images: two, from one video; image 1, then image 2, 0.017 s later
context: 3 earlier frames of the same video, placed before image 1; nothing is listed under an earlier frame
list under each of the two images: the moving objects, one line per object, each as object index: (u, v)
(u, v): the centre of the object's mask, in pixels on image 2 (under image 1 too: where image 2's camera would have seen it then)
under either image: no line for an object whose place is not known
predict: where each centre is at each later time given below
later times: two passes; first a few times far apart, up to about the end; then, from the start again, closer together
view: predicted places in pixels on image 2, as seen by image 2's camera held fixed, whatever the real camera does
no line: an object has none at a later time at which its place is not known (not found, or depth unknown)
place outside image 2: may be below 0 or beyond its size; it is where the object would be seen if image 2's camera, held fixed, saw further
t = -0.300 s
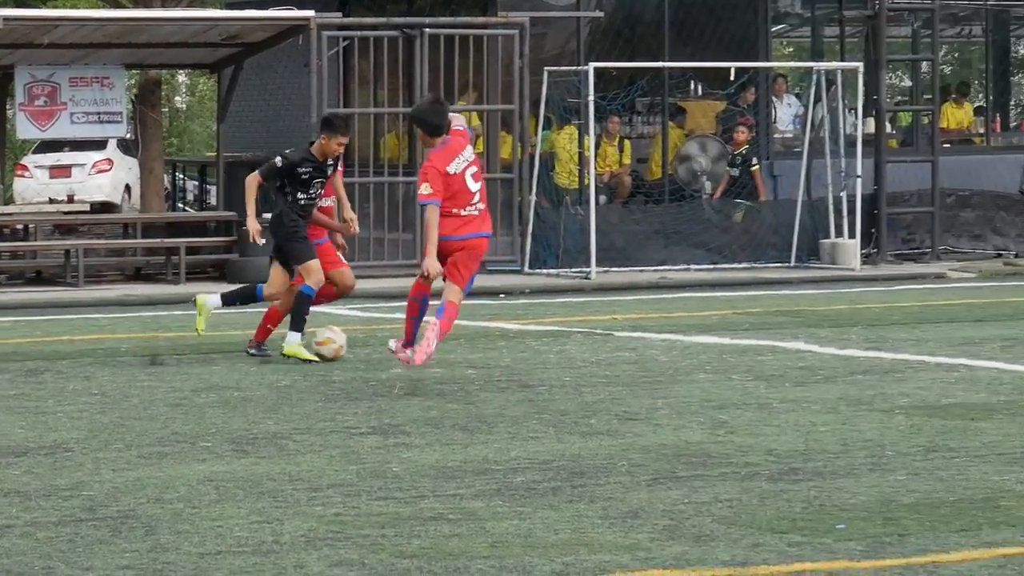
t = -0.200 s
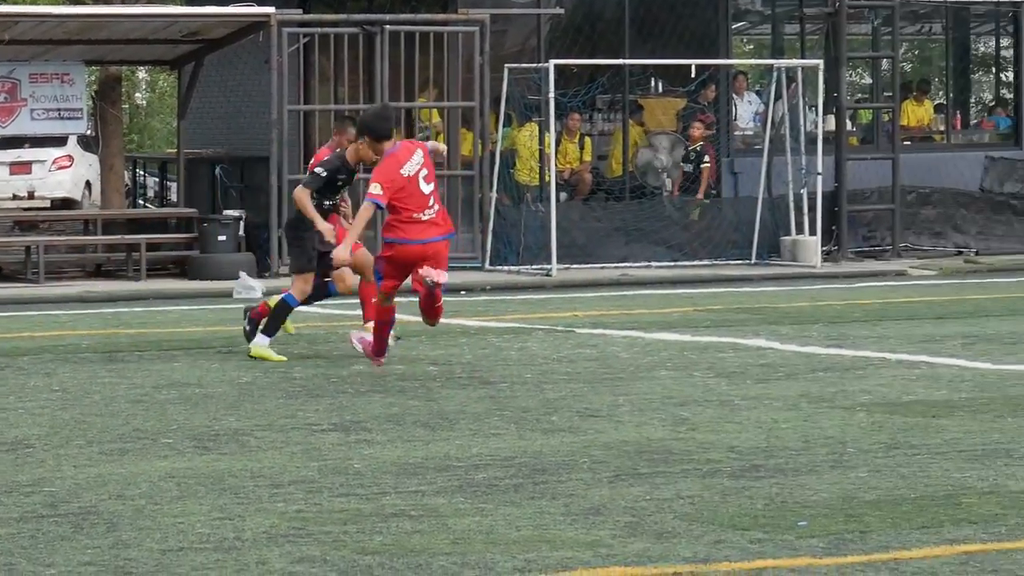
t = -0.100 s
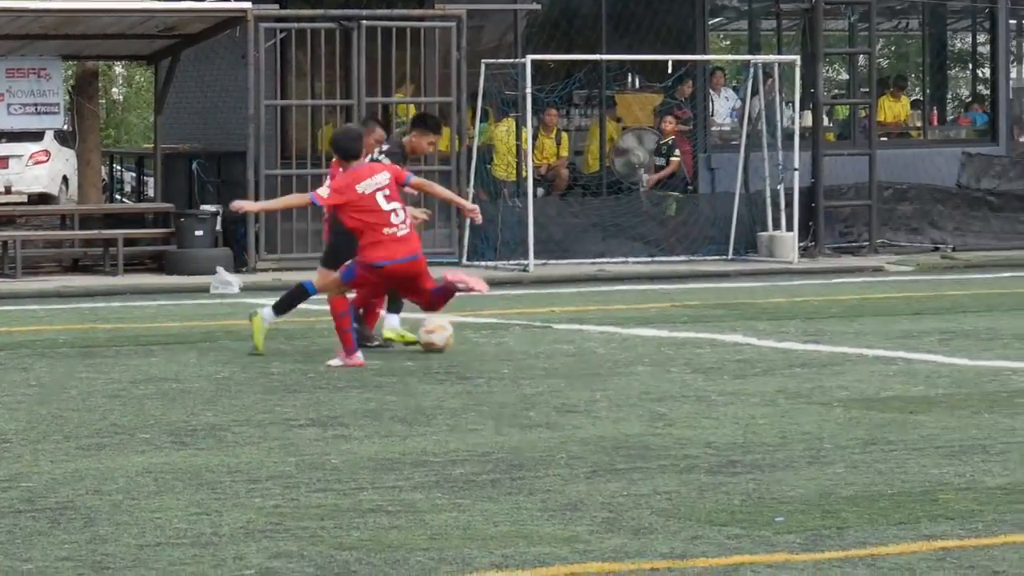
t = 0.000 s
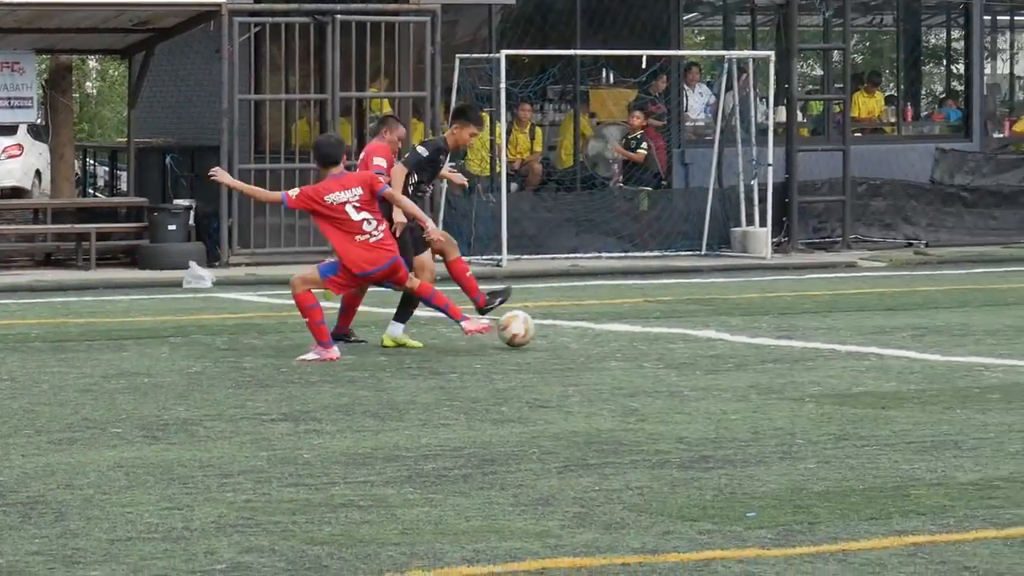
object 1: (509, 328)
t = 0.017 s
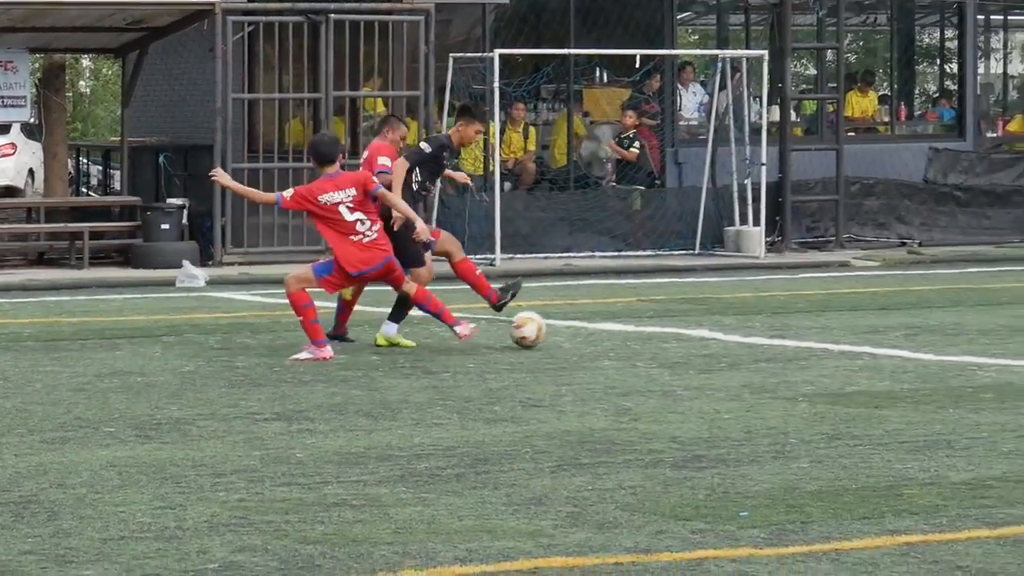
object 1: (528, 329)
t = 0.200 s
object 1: (695, 325)
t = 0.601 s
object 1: (1018, 327)
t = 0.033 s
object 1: (545, 331)
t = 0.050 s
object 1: (561, 331)
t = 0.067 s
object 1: (578, 329)
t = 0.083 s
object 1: (593, 329)
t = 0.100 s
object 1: (608, 329)
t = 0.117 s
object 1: (624, 330)
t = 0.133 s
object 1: (639, 330)
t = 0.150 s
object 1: (654, 328)
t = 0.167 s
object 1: (667, 327)
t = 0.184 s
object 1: (681, 326)
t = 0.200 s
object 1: (695, 325)
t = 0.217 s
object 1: (709, 326)
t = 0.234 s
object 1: (722, 326)
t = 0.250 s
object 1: (736, 327)
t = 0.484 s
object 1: (923, 324)
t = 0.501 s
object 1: (936, 325)
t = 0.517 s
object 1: (950, 328)
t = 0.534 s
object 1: (964, 328)
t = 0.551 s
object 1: (977, 328)
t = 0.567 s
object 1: (991, 327)
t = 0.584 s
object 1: (1004, 327)
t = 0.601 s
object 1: (1018, 327)
